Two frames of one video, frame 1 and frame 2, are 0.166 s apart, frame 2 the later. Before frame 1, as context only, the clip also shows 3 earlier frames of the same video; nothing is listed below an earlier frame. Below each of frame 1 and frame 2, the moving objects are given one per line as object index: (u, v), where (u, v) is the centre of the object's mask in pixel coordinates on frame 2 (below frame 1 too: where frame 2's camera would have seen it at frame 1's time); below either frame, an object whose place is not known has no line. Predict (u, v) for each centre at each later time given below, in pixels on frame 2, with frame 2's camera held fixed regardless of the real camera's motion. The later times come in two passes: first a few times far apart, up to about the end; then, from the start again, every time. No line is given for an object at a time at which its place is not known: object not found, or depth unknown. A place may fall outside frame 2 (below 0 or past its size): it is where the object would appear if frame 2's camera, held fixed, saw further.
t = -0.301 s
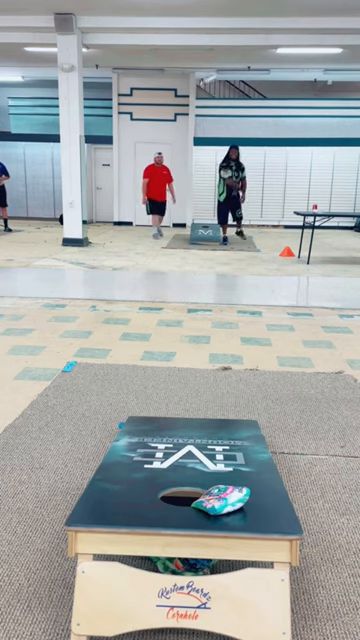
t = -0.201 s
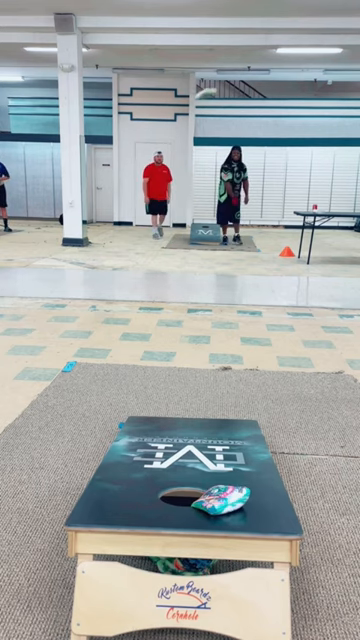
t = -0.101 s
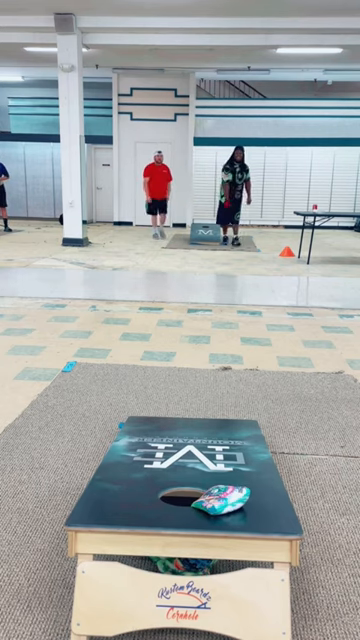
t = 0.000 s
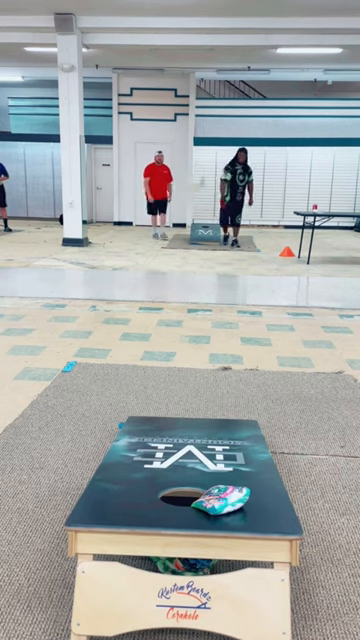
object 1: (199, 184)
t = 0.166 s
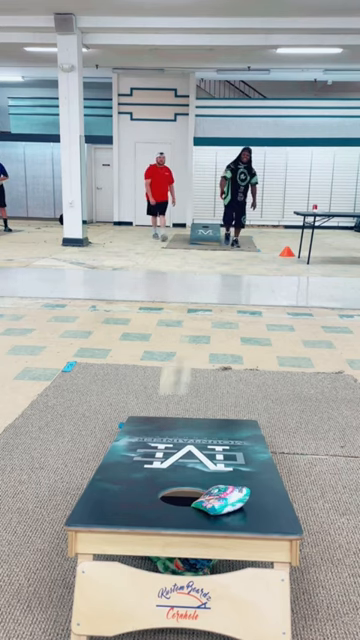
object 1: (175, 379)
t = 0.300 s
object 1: (167, 442)
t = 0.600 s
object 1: (161, 496)
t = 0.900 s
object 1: (165, 497)
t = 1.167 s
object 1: (171, 496)
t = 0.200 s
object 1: (171, 425)
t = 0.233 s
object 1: (169, 429)
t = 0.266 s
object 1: (168, 435)
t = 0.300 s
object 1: (167, 442)
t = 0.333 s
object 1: (166, 450)
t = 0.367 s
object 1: (165, 459)
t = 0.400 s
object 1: (163, 465)
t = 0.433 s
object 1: (162, 473)
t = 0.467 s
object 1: (161, 479)
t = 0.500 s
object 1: (160, 486)
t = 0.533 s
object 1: (159, 492)
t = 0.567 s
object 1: (160, 495)
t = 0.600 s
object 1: (161, 496)
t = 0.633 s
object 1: (163, 497)
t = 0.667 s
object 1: (163, 498)
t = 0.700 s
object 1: (163, 498)
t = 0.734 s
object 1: (163, 498)
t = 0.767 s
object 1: (163, 498)
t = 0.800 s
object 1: (163, 498)
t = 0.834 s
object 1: (164, 498)
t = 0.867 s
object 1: (164, 497)
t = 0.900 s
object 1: (165, 497)
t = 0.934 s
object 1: (165, 497)
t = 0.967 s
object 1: (165, 497)
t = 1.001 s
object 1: (165, 497)
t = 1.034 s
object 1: (165, 497)
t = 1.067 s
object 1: (165, 497)
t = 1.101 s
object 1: (165, 496)
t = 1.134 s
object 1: (167, 495)
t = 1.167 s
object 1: (171, 496)
